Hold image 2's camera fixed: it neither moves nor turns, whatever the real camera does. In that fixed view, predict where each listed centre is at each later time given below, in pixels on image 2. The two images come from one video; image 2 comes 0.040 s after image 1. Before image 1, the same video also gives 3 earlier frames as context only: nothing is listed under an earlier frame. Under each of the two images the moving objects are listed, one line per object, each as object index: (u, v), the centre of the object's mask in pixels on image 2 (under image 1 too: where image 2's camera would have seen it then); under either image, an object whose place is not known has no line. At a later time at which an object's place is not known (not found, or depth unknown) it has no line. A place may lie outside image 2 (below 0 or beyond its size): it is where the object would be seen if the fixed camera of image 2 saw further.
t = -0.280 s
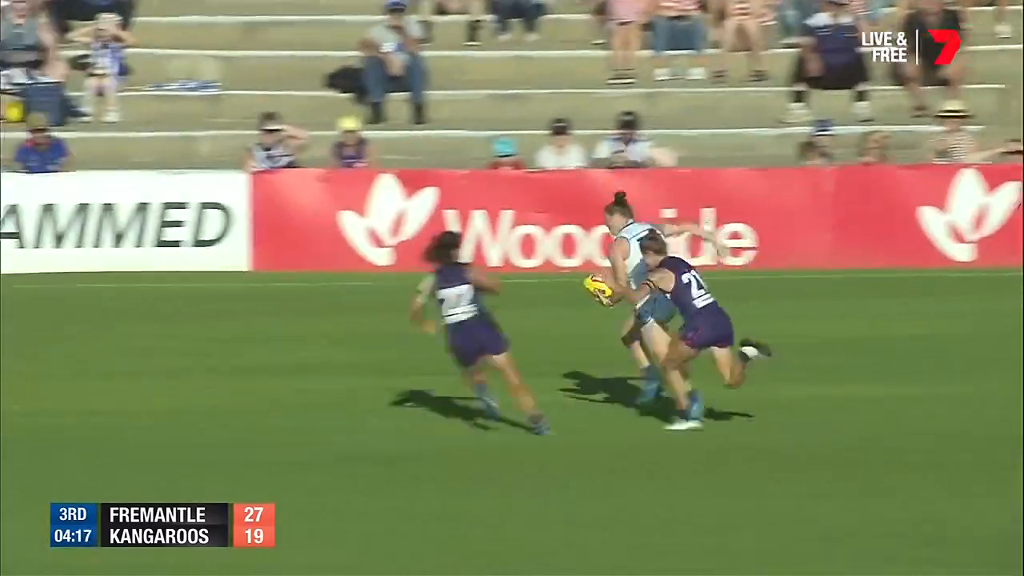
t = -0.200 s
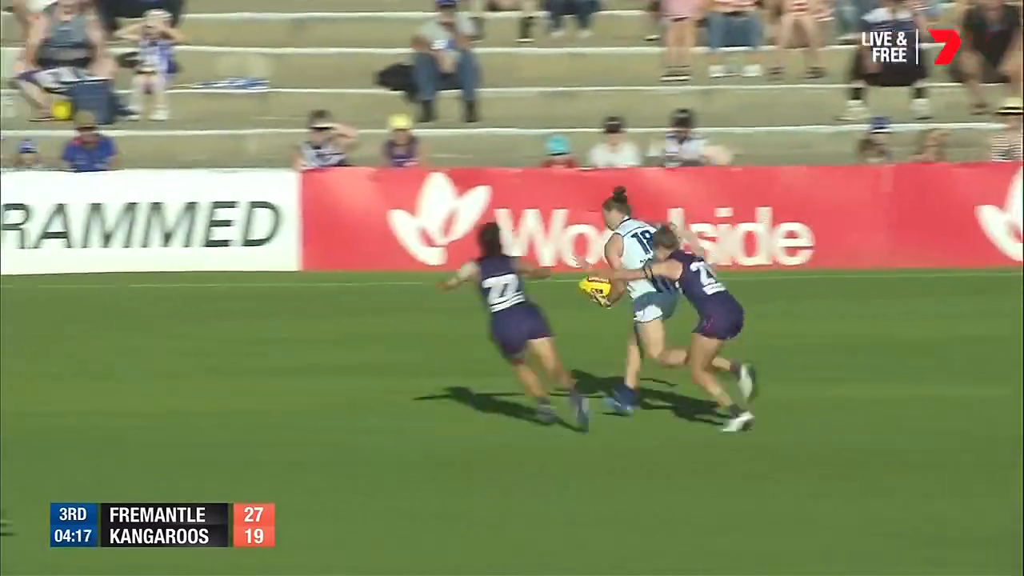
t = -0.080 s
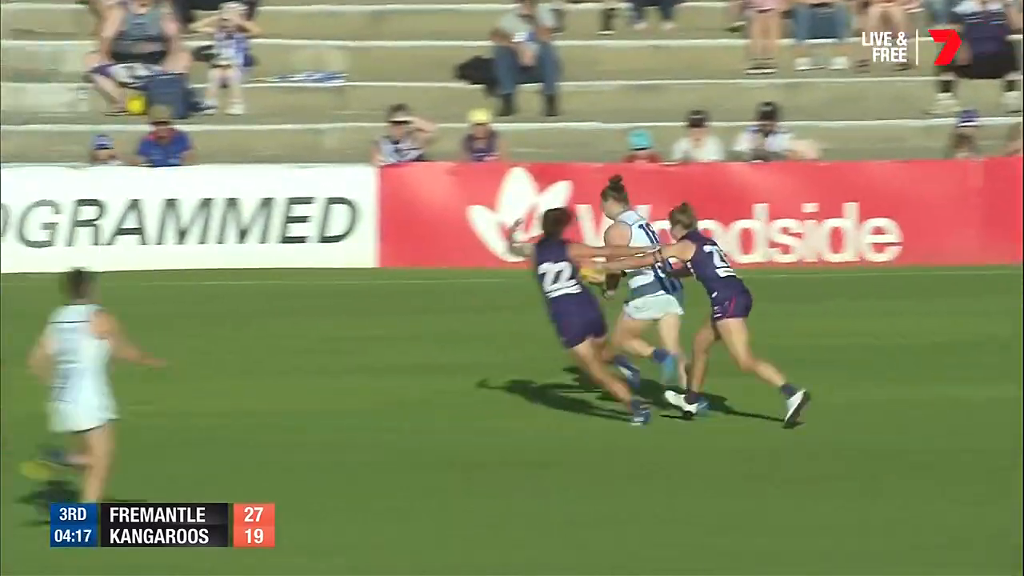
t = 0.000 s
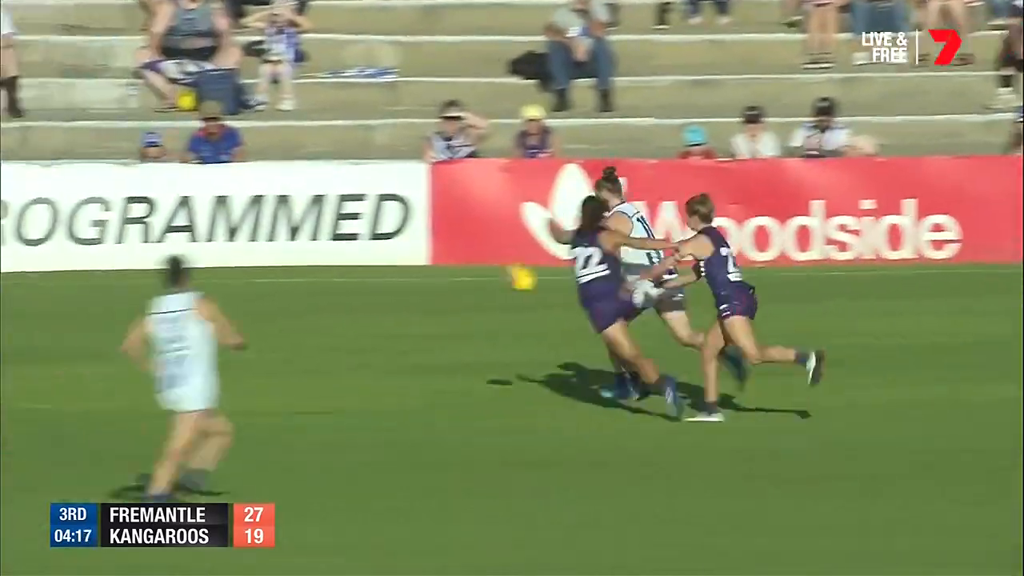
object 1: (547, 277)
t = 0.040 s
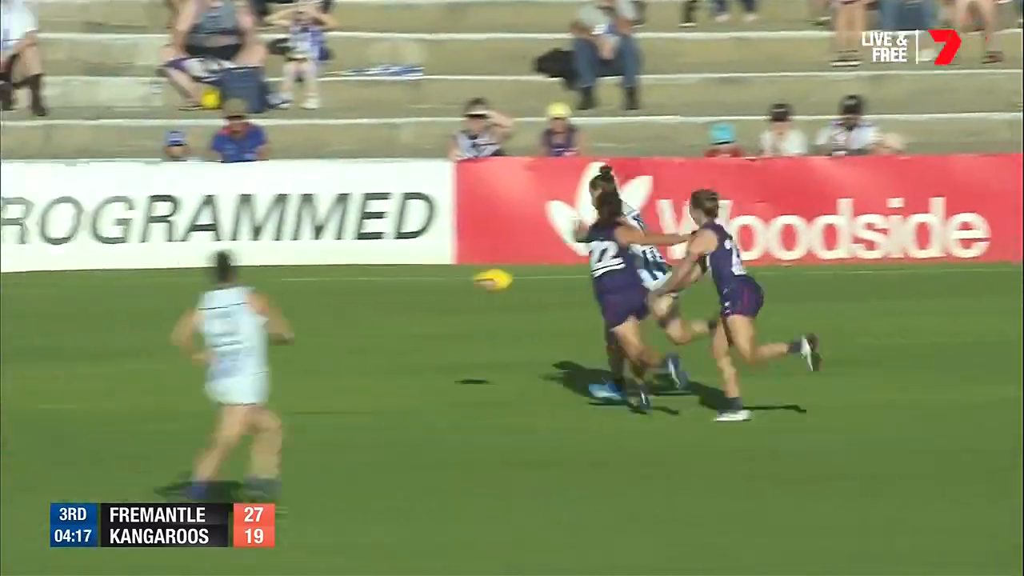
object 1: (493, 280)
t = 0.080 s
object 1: (440, 284)
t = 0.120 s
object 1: (386, 292)
